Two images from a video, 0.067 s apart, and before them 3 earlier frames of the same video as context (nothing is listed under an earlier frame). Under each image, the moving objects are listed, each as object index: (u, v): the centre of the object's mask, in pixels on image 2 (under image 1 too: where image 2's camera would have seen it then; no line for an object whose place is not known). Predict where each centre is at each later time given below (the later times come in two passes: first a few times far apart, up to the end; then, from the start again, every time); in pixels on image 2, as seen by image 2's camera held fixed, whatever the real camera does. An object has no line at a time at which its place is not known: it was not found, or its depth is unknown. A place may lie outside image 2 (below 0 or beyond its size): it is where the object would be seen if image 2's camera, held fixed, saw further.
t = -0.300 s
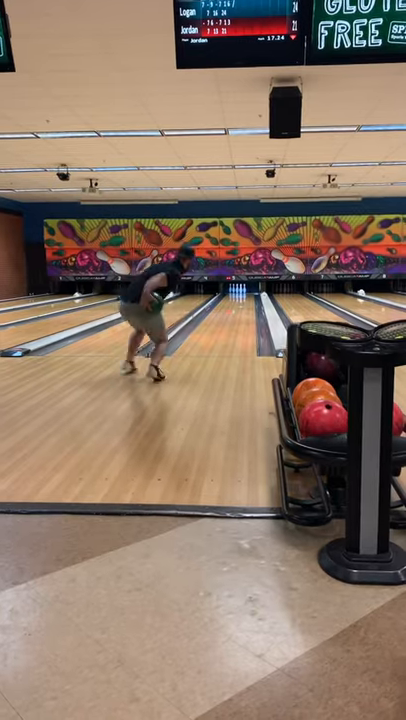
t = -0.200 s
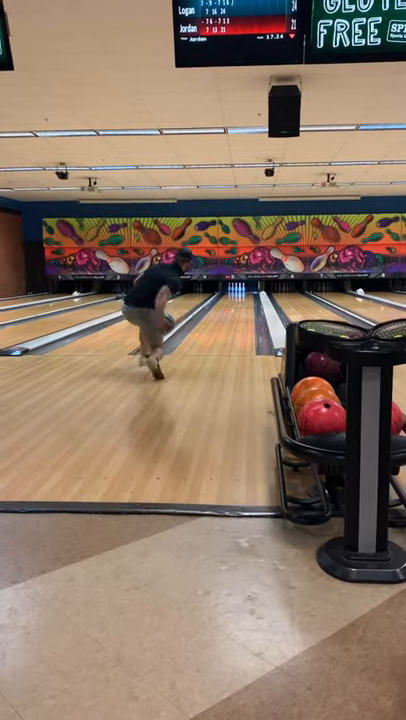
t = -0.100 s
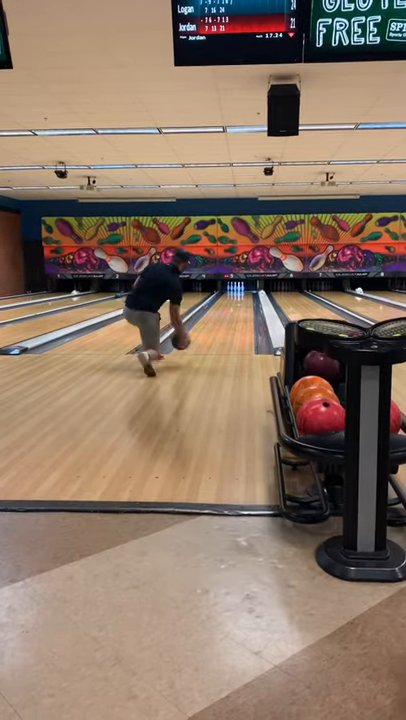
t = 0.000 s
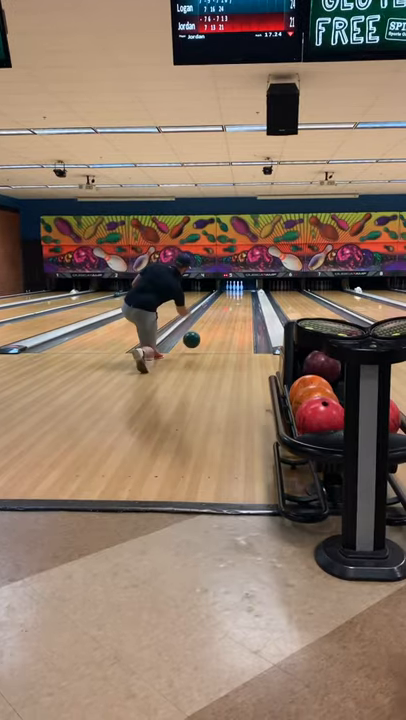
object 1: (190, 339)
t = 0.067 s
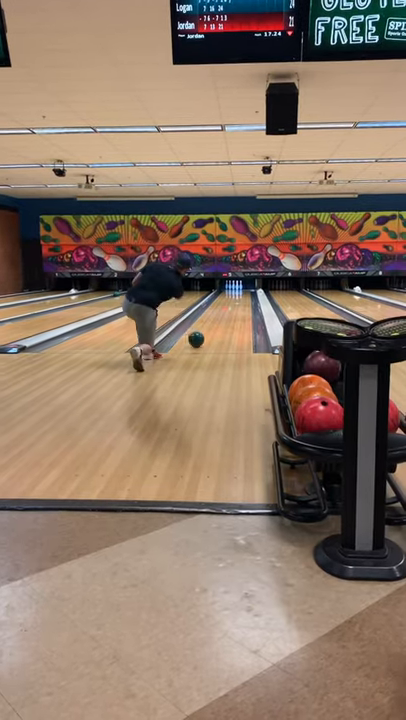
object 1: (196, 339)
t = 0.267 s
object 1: (208, 327)
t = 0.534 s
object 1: (218, 315)
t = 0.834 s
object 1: (225, 306)
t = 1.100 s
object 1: (230, 301)
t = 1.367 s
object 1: (233, 297)
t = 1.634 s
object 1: (235, 293)
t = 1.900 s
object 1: (237, 291)
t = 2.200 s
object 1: (237, 288)
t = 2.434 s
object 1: (240, 284)
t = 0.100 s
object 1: (198, 336)
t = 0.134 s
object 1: (200, 333)
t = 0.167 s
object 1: (202, 332)
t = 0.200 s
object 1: (204, 330)
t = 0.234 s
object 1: (206, 328)
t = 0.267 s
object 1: (208, 327)
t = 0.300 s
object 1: (209, 325)
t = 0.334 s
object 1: (211, 323)
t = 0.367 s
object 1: (212, 322)
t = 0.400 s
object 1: (213, 320)
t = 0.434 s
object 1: (215, 319)
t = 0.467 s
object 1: (216, 318)
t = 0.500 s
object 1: (217, 317)
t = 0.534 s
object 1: (218, 315)
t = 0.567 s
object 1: (219, 314)
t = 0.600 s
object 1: (220, 313)
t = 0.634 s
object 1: (221, 312)
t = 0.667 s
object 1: (222, 311)
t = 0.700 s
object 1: (222, 310)
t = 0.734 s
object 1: (223, 309)
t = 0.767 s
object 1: (224, 308)
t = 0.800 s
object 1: (225, 307)
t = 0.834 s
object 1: (225, 306)
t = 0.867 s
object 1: (226, 305)
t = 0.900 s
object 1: (227, 305)
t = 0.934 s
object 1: (227, 304)
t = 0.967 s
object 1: (228, 303)
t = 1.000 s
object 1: (228, 303)
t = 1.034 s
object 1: (229, 302)
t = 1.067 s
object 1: (230, 302)
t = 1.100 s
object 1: (230, 301)
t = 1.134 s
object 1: (230, 300)
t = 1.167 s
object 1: (231, 300)
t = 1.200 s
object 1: (231, 299)
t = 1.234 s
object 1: (232, 299)
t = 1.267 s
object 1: (232, 298)
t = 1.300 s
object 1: (232, 298)
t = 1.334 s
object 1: (233, 297)
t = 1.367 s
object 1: (233, 297)
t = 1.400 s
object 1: (233, 296)
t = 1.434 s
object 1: (234, 296)
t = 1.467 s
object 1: (234, 295)
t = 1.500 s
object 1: (234, 295)
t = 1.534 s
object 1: (235, 294)
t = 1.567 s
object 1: (235, 294)
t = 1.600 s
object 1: (235, 294)
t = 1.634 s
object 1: (235, 293)
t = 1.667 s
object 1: (236, 293)
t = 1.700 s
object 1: (236, 293)
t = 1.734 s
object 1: (236, 293)
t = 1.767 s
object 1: (236, 293)
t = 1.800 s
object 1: (237, 292)
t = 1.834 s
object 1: (237, 292)
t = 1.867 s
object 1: (236, 292)
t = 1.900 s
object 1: (237, 291)
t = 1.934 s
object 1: (237, 291)
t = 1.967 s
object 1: (237, 290)
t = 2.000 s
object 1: (237, 290)
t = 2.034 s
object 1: (237, 289)
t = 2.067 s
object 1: (237, 289)
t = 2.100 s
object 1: (238, 289)
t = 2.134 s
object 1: (238, 289)
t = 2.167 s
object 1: (237, 288)
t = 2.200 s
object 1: (237, 288)
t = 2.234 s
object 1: (237, 289)
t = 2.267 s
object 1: (238, 289)
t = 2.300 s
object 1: (238, 289)
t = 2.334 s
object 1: (239, 287)
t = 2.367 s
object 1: (239, 287)
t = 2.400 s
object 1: (241, 286)
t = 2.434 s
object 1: (240, 284)
